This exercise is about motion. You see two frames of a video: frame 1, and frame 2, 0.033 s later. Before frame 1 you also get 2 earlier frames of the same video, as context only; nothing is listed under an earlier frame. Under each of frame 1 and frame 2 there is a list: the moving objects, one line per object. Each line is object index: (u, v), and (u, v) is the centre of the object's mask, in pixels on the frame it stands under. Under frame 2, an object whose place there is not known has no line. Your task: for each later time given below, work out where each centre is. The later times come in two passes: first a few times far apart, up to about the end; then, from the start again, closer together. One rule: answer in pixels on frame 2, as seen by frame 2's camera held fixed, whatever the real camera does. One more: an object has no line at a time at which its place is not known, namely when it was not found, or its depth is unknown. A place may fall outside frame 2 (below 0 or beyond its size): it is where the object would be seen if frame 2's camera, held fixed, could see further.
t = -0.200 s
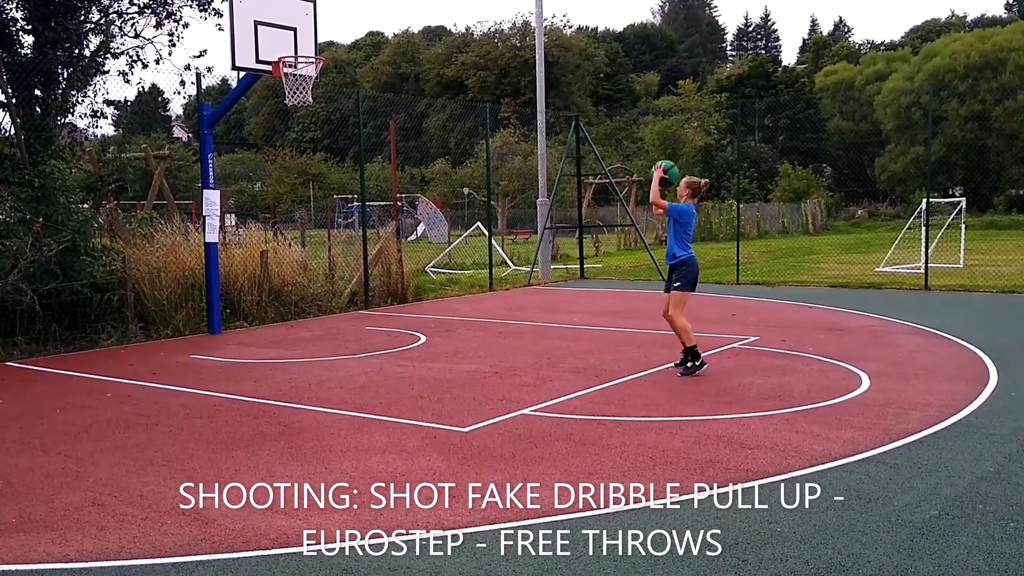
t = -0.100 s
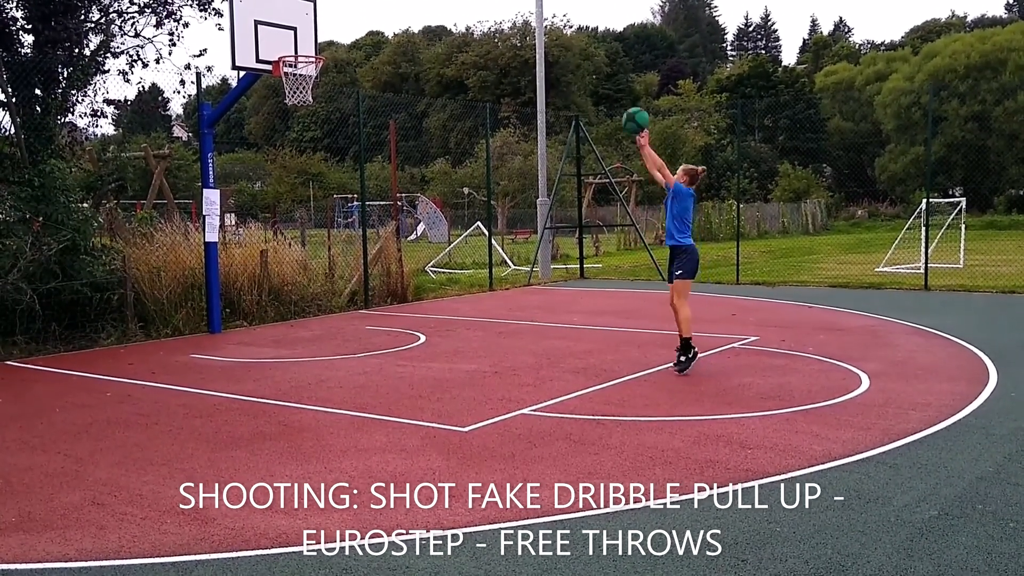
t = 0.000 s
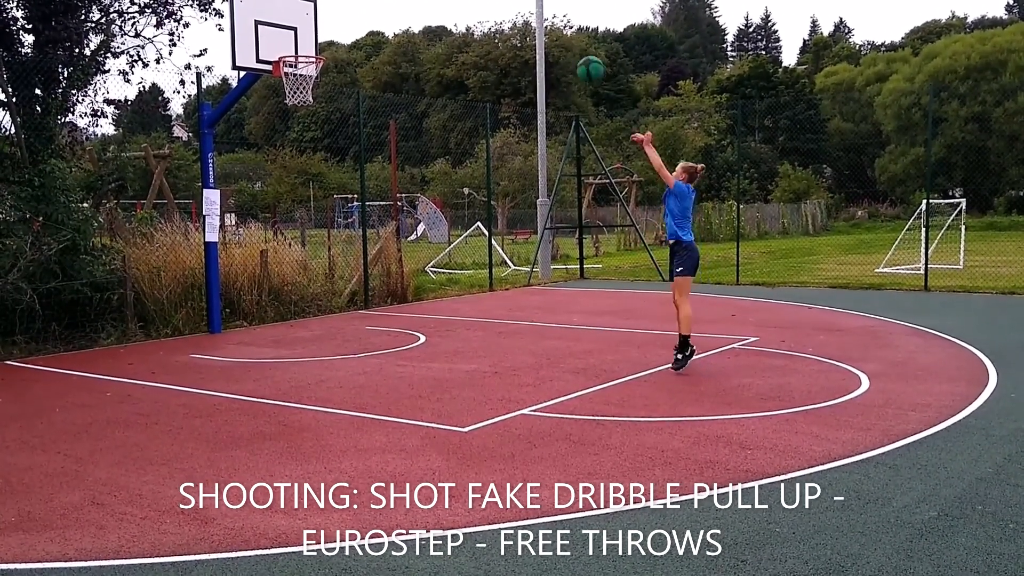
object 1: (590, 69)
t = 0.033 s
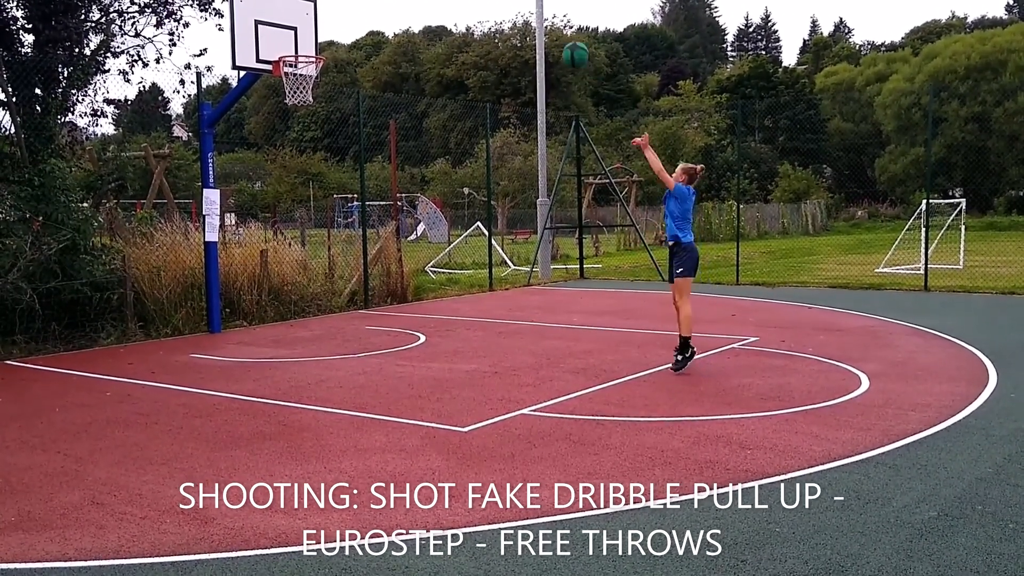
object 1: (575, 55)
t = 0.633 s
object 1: (349, 12)
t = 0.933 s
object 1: (294, 105)
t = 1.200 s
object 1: (293, 231)
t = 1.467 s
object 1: (297, 283)
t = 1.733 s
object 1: (309, 179)
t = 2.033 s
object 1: (327, 140)
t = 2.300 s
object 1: (346, 181)
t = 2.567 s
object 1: (367, 302)
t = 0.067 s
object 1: (561, 42)
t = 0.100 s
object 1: (546, 30)
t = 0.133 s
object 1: (532, 20)
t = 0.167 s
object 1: (519, 11)
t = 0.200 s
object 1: (505, 7)
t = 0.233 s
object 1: (492, 4)
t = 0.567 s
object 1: (371, 4)
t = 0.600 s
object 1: (360, 7)
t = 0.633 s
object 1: (349, 12)
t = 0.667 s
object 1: (338, 20)
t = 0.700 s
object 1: (328, 29)
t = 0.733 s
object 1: (318, 39)
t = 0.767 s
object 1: (309, 47)
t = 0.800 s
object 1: (299, 62)
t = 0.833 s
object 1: (295, 71)
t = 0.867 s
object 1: (295, 79)
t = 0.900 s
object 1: (293, 93)
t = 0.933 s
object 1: (294, 105)
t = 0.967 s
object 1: (293, 117)
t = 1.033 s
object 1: (294, 144)
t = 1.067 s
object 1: (293, 159)
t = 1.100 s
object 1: (293, 175)
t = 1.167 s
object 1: (293, 212)
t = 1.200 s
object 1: (293, 231)
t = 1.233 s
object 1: (293, 252)
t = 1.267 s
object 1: (293, 273)
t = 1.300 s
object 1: (292, 295)
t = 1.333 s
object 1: (292, 319)
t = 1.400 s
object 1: (294, 318)
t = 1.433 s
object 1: (295, 300)
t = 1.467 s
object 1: (297, 283)
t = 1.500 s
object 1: (298, 267)
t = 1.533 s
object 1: (299, 252)
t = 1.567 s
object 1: (301, 237)
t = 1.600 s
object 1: (302, 224)
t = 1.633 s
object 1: (303, 212)
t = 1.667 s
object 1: (305, 200)
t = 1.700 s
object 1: (307, 190)
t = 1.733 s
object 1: (309, 179)
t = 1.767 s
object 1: (311, 171)
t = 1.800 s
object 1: (312, 165)
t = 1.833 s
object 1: (314, 157)
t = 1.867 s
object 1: (316, 151)
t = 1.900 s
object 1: (318, 147)
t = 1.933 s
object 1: (320, 143)
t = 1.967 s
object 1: (322, 142)
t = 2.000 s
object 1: (324, 140)
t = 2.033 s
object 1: (327, 140)
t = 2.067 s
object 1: (329, 141)
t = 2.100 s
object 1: (331, 143)
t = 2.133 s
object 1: (334, 147)
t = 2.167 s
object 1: (336, 152)
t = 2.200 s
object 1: (339, 158)
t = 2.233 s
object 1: (341, 164)
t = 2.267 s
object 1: (344, 172)
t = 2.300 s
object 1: (346, 181)
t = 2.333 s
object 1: (349, 192)
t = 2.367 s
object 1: (351, 204)
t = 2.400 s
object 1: (354, 218)
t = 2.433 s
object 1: (356, 232)
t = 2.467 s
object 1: (359, 248)
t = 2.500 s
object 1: (362, 264)
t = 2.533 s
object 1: (364, 282)
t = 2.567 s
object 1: (367, 302)
